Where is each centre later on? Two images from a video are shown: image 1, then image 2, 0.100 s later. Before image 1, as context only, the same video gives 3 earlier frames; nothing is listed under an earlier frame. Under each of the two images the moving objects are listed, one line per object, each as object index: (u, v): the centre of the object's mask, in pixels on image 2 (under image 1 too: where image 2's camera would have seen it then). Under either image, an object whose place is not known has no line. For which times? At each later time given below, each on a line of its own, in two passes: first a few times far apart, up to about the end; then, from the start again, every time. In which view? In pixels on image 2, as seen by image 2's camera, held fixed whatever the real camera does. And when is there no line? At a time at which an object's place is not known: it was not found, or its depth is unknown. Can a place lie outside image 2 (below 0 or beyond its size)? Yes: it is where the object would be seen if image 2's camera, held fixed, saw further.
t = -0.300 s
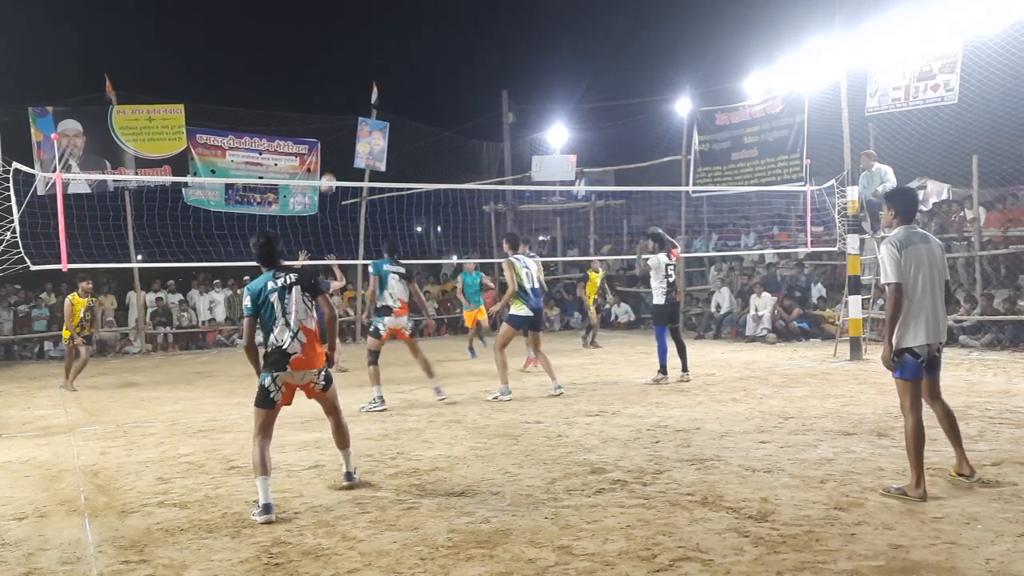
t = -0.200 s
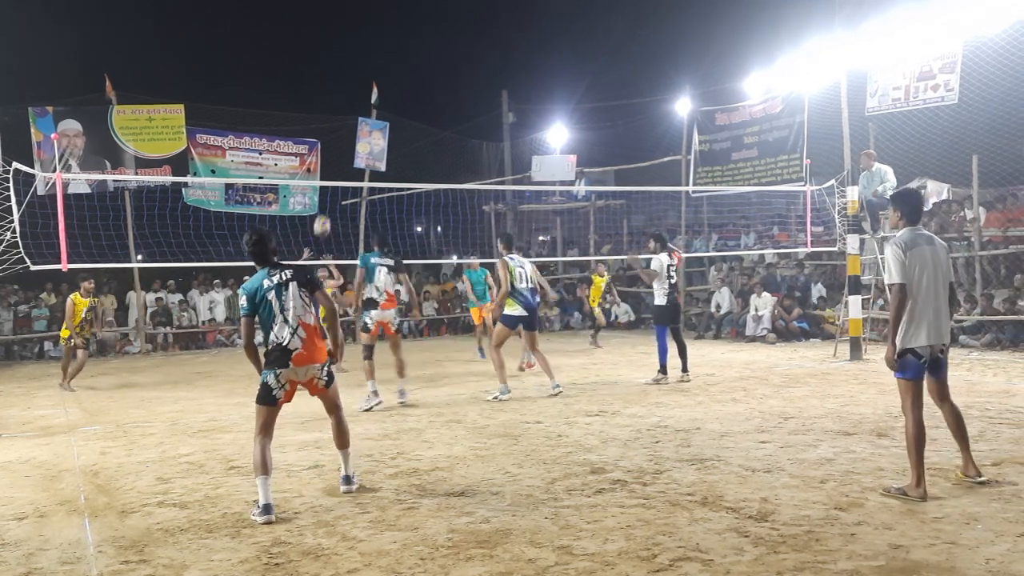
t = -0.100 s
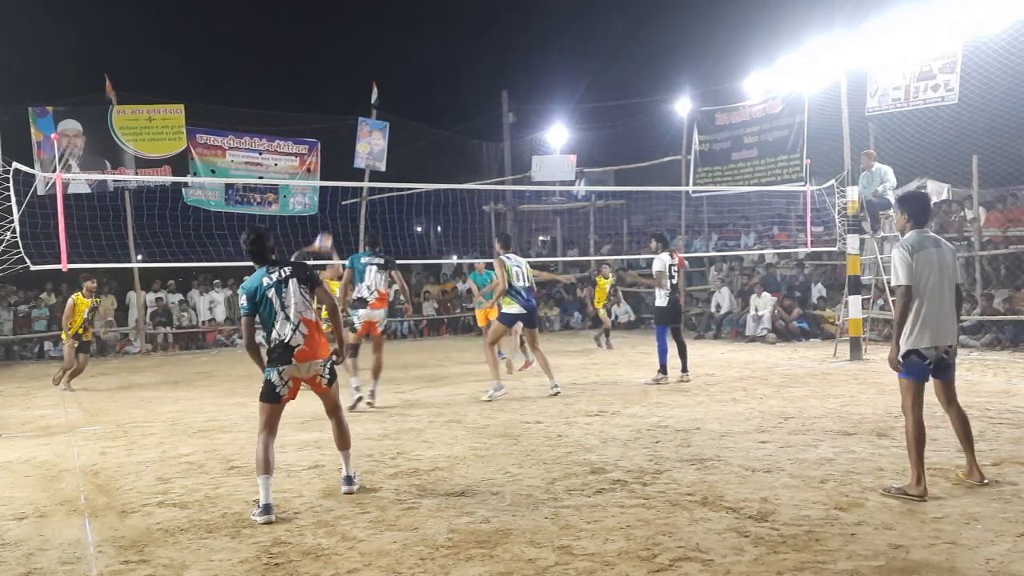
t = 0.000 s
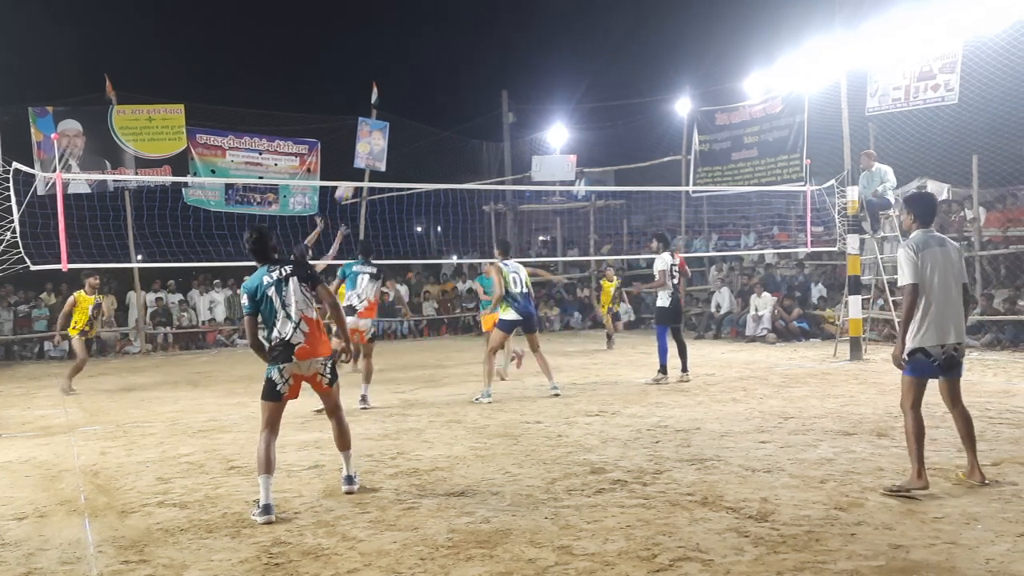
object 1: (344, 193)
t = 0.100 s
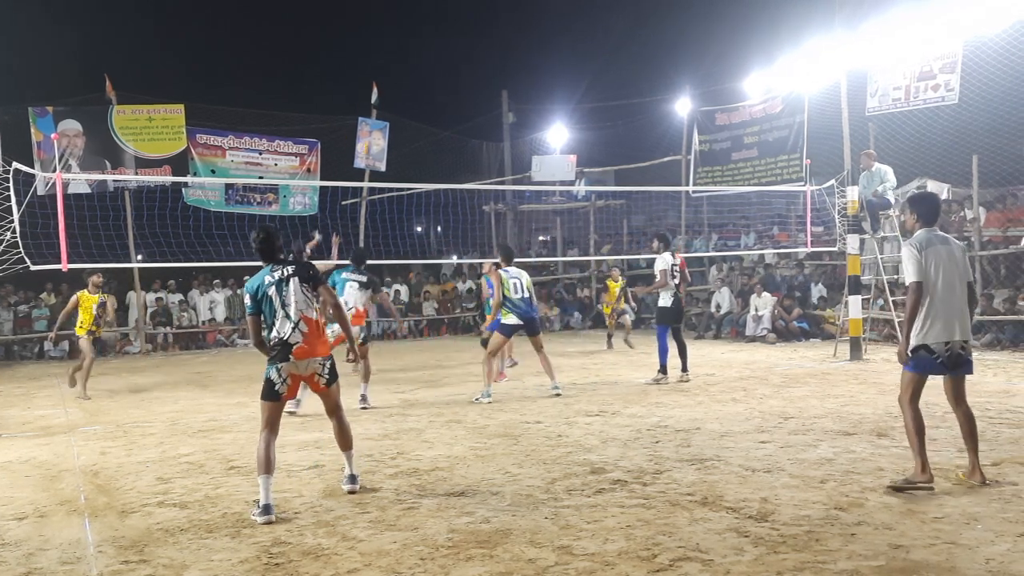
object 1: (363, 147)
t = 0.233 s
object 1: (395, 104)
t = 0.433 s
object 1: (437, 65)
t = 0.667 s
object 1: (486, 57)
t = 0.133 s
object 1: (369, 136)
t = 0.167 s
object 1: (381, 124)
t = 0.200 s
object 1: (388, 113)
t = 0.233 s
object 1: (395, 104)
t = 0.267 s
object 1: (402, 95)
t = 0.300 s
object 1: (409, 87)
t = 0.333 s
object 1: (416, 80)
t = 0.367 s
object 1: (423, 74)
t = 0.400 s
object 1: (430, 69)
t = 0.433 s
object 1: (437, 65)
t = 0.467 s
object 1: (444, 61)
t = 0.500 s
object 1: (452, 58)
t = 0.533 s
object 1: (459, 56)
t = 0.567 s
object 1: (466, 55)
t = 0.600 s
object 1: (473, 55)
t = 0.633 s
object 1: (479, 56)
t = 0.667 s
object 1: (486, 57)
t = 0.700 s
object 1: (493, 59)
